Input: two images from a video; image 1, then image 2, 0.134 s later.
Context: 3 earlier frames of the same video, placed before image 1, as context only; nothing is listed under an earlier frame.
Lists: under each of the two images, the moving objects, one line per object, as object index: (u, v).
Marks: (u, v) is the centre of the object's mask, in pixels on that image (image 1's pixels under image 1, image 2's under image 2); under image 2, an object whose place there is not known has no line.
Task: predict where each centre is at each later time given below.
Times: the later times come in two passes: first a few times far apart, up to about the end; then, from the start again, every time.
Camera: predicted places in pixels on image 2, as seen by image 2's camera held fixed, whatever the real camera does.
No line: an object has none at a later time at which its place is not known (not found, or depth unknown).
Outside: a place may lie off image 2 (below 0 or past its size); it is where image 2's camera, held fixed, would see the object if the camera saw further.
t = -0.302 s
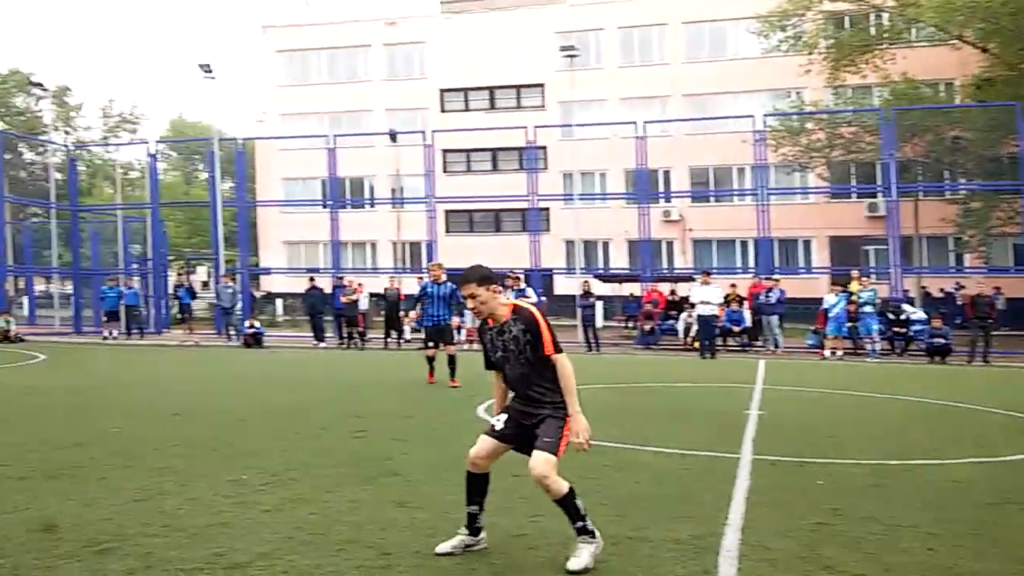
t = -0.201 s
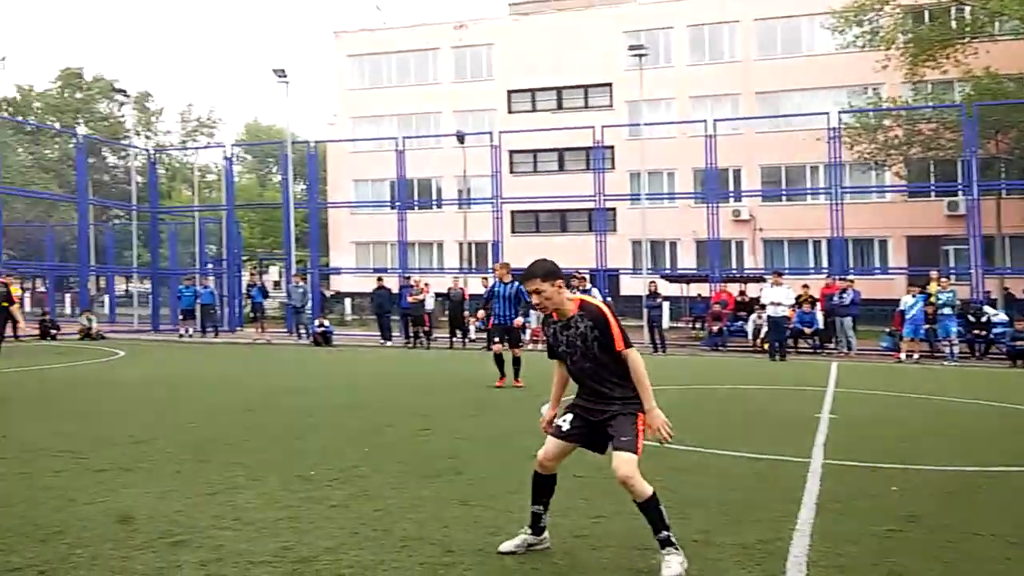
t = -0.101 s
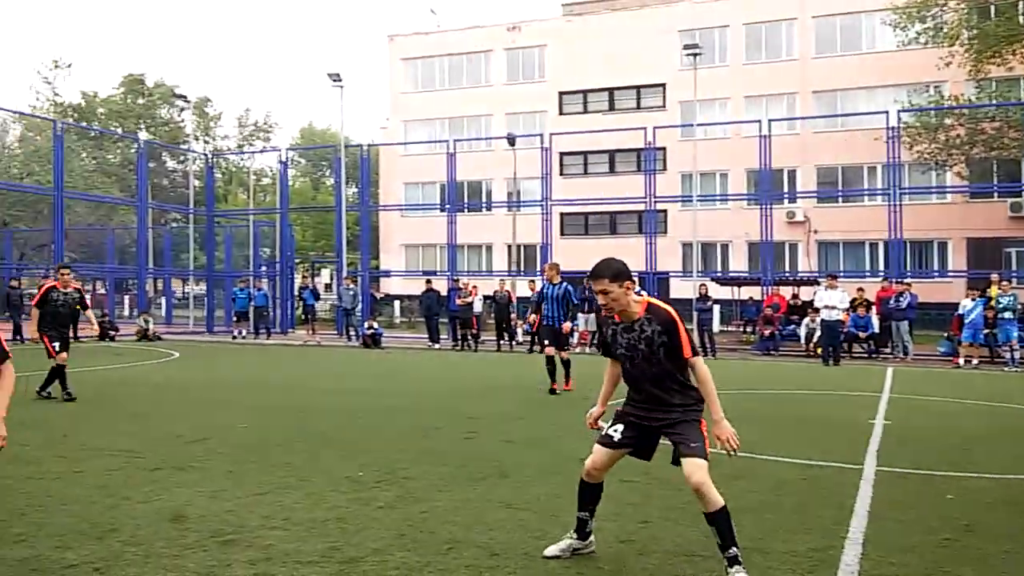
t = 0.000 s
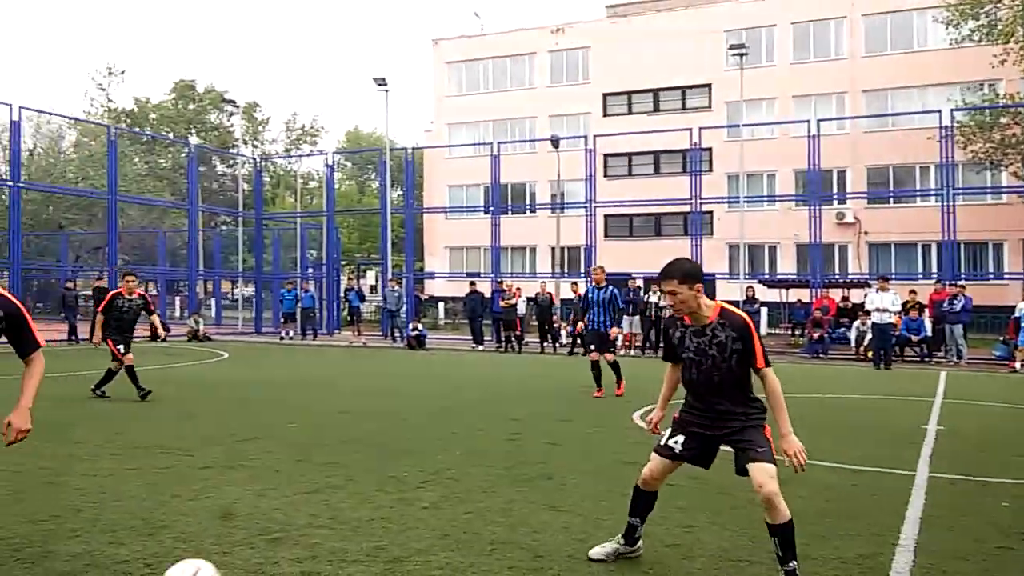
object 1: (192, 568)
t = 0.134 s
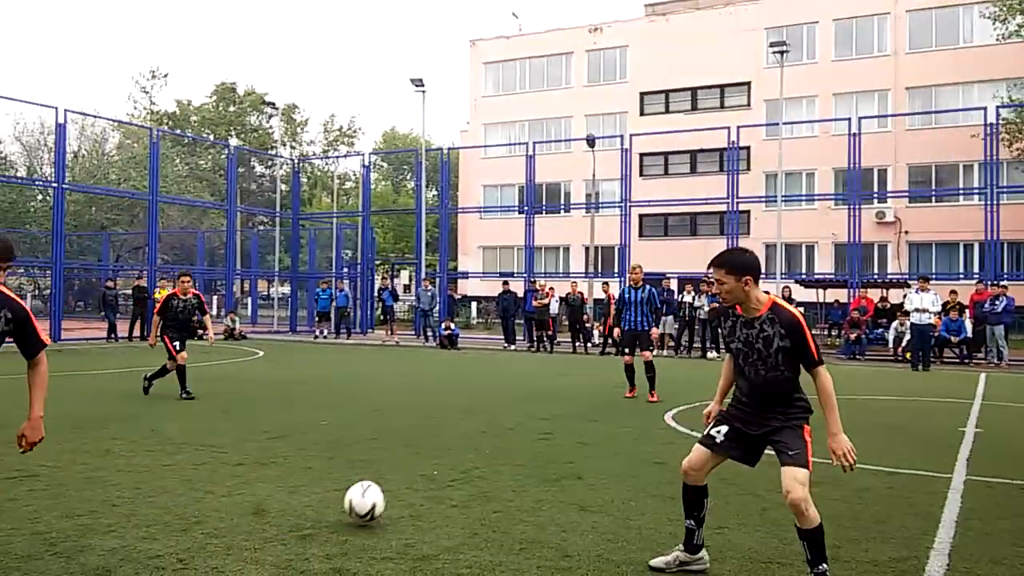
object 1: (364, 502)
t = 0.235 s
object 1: (426, 471)
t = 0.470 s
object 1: (503, 426)
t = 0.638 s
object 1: (531, 406)
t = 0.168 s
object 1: (389, 490)
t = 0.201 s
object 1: (410, 482)
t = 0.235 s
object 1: (426, 471)
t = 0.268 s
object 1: (441, 461)
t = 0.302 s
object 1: (455, 454)
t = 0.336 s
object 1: (468, 447)
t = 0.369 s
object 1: (478, 444)
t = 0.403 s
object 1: (487, 437)
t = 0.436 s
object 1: (495, 432)
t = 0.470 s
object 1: (503, 426)
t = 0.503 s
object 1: (510, 424)
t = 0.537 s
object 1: (516, 421)
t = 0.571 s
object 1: (522, 414)
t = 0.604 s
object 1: (527, 409)
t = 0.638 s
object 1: (531, 406)
